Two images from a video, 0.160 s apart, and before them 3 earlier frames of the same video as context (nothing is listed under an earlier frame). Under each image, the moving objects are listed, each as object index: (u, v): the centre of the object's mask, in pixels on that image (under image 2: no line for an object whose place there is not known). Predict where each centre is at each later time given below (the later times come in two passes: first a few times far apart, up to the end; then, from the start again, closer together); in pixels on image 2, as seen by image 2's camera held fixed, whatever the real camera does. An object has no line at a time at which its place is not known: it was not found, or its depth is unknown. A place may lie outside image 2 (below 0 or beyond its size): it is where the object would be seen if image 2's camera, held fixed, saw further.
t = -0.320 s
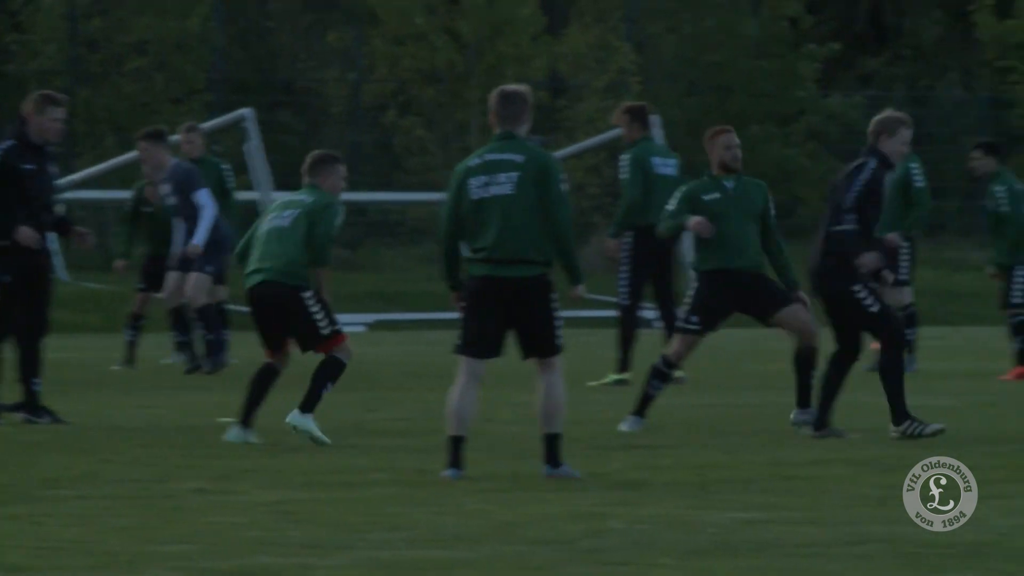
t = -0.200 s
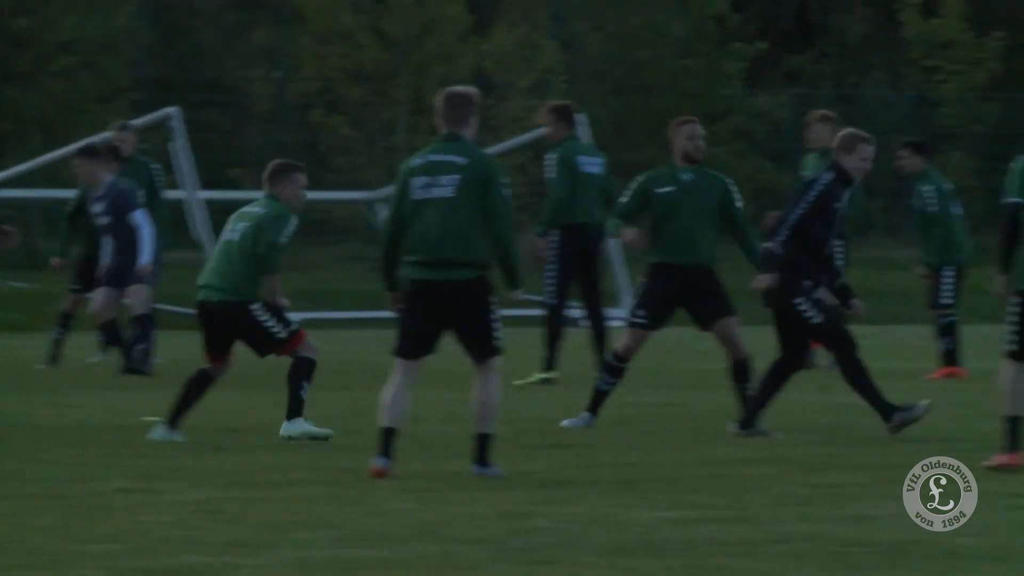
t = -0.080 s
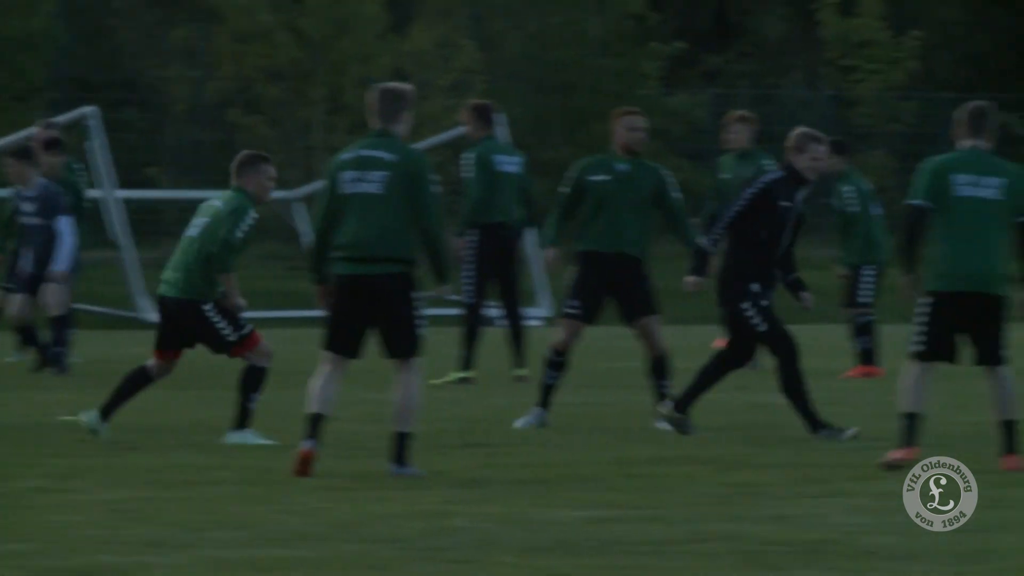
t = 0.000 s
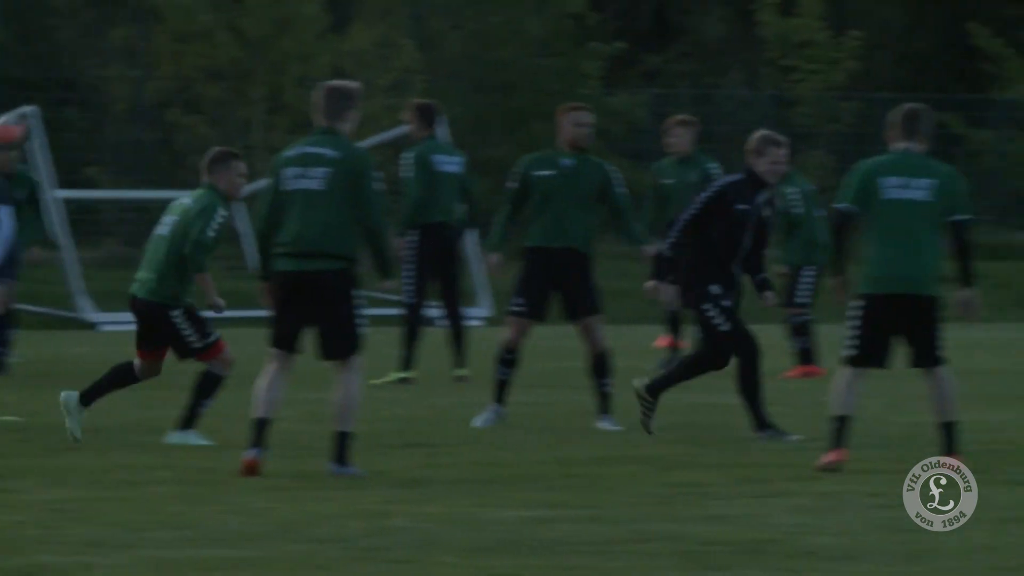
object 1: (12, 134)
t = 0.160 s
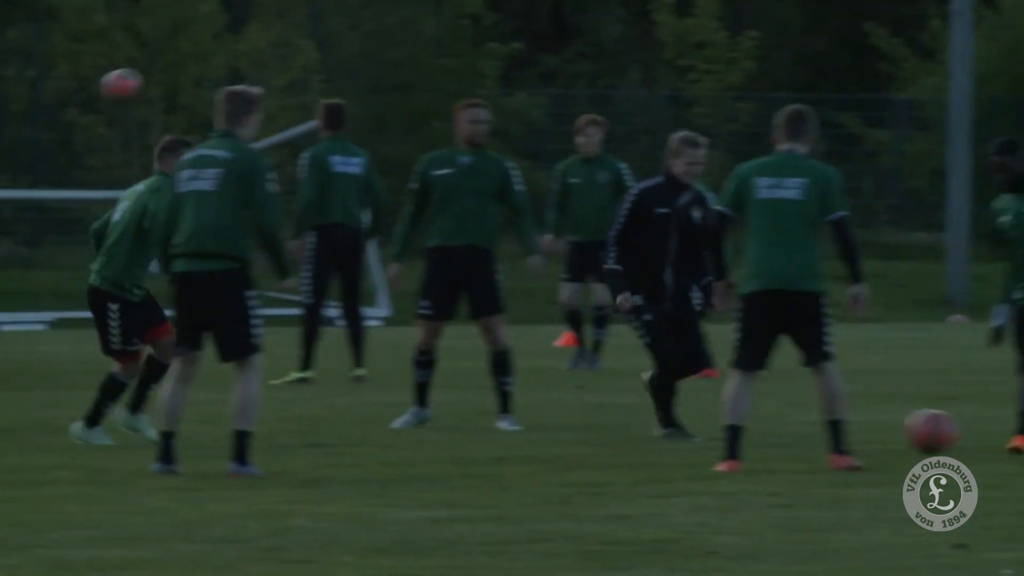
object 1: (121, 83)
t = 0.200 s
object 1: (176, 76)
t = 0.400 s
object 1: (425, 72)
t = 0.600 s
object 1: (659, 113)
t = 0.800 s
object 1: (887, 205)
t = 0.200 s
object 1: (176, 76)
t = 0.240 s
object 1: (227, 71)
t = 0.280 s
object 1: (279, 68)
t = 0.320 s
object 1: (327, 67)
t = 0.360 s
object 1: (377, 70)
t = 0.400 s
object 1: (425, 72)
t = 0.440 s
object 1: (473, 75)
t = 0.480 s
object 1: (518, 82)
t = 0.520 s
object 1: (565, 91)
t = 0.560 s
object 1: (611, 102)
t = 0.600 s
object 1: (659, 113)
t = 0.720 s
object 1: (795, 162)
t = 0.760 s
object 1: (841, 181)
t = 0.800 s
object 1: (887, 205)
